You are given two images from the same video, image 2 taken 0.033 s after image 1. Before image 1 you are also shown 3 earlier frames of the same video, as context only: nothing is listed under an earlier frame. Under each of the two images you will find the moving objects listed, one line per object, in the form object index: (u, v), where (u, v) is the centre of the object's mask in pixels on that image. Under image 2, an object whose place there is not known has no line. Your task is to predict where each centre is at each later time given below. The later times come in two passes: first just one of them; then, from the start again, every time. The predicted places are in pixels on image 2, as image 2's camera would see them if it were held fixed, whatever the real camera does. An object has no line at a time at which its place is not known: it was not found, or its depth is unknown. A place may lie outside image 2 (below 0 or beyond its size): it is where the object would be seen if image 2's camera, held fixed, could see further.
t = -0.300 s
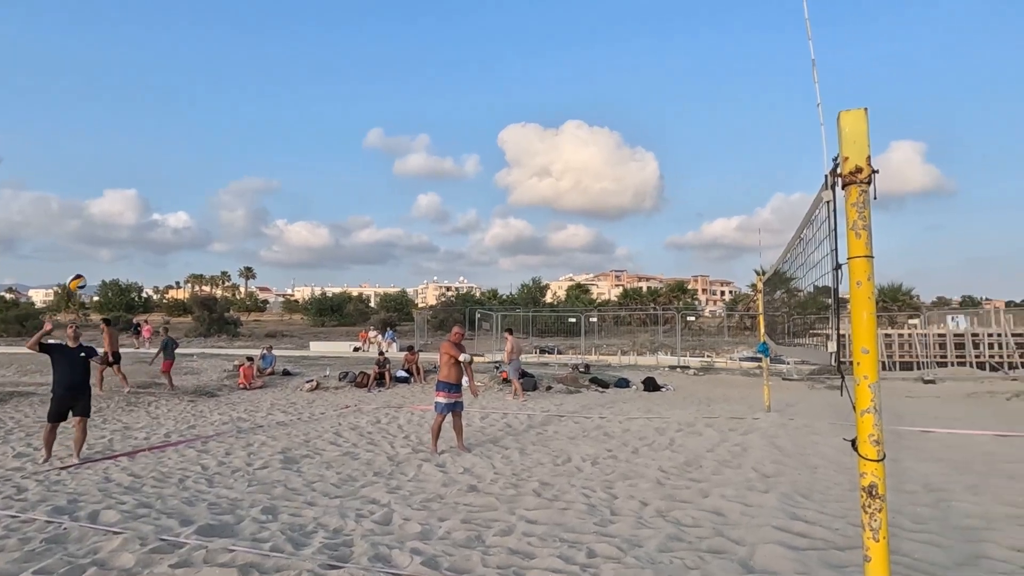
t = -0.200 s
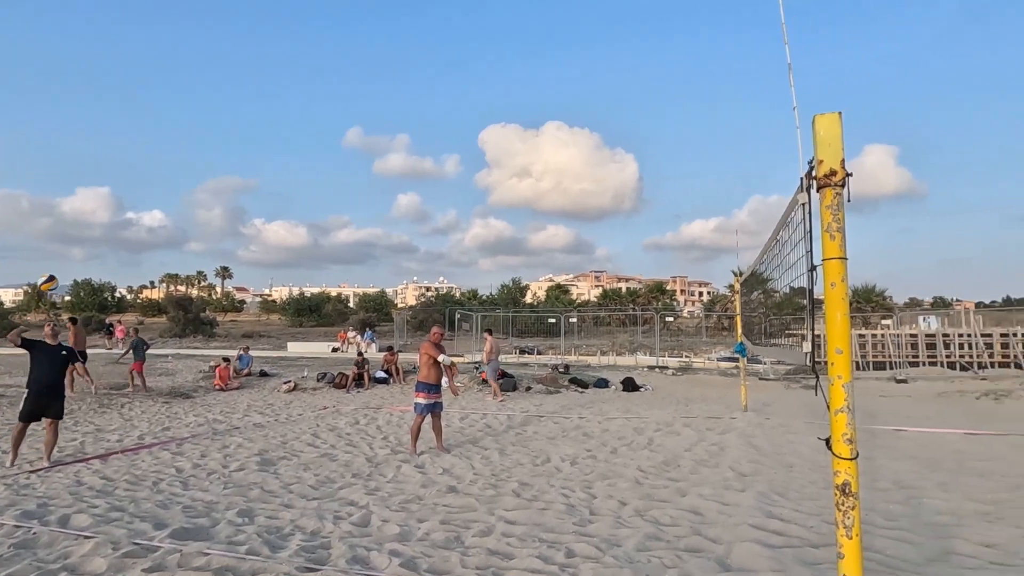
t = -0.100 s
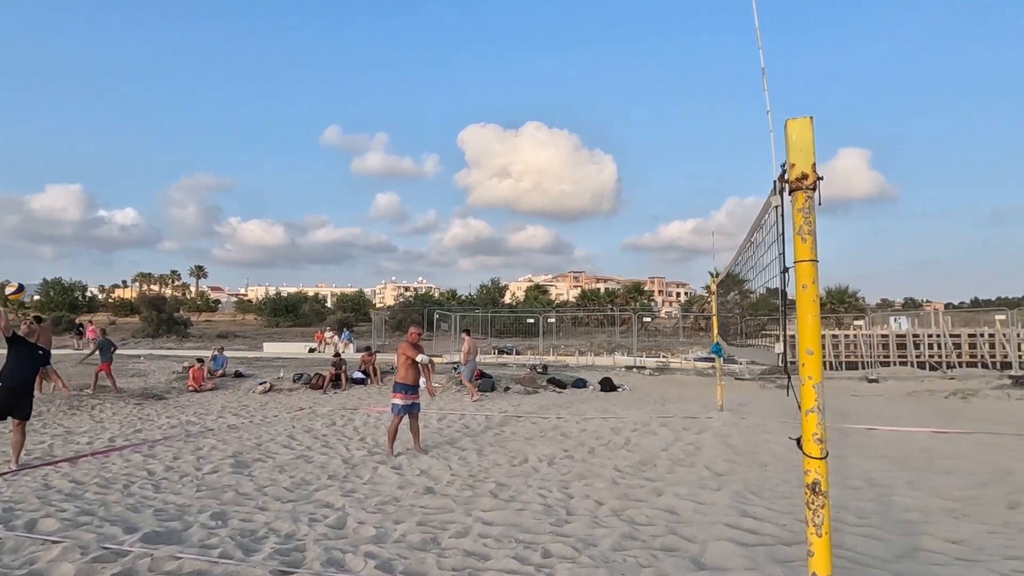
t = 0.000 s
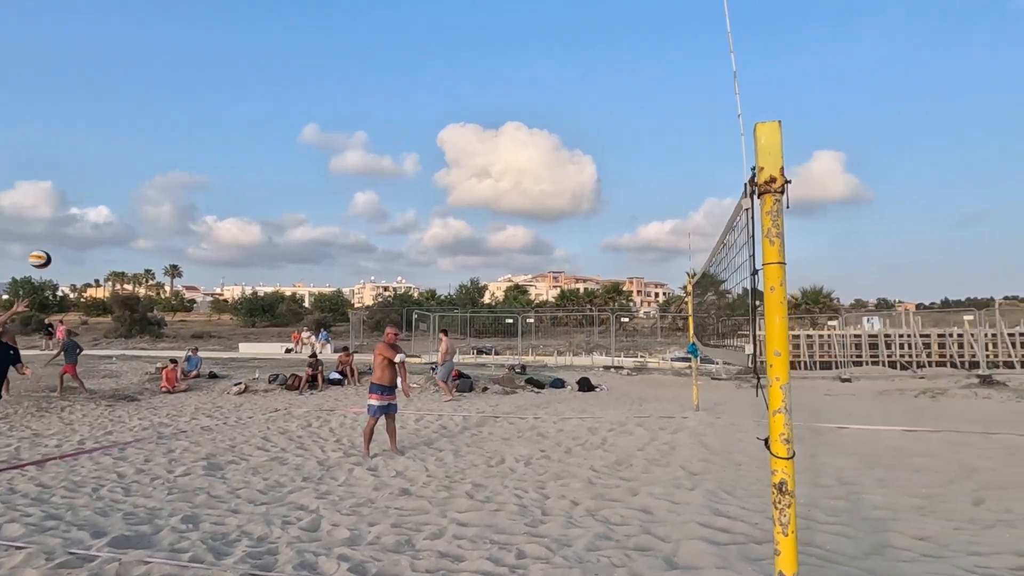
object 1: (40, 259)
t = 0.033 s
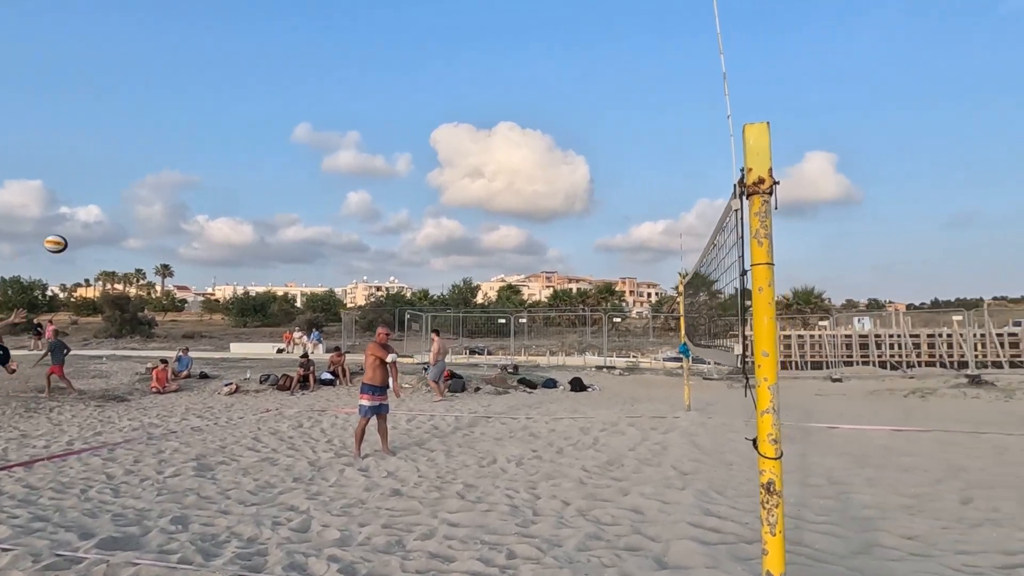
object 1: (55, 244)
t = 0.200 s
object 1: (197, 178)
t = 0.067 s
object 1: (83, 229)
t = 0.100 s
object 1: (111, 216)
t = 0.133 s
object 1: (139, 203)
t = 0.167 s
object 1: (168, 190)
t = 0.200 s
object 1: (197, 178)
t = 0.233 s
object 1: (225, 167)
